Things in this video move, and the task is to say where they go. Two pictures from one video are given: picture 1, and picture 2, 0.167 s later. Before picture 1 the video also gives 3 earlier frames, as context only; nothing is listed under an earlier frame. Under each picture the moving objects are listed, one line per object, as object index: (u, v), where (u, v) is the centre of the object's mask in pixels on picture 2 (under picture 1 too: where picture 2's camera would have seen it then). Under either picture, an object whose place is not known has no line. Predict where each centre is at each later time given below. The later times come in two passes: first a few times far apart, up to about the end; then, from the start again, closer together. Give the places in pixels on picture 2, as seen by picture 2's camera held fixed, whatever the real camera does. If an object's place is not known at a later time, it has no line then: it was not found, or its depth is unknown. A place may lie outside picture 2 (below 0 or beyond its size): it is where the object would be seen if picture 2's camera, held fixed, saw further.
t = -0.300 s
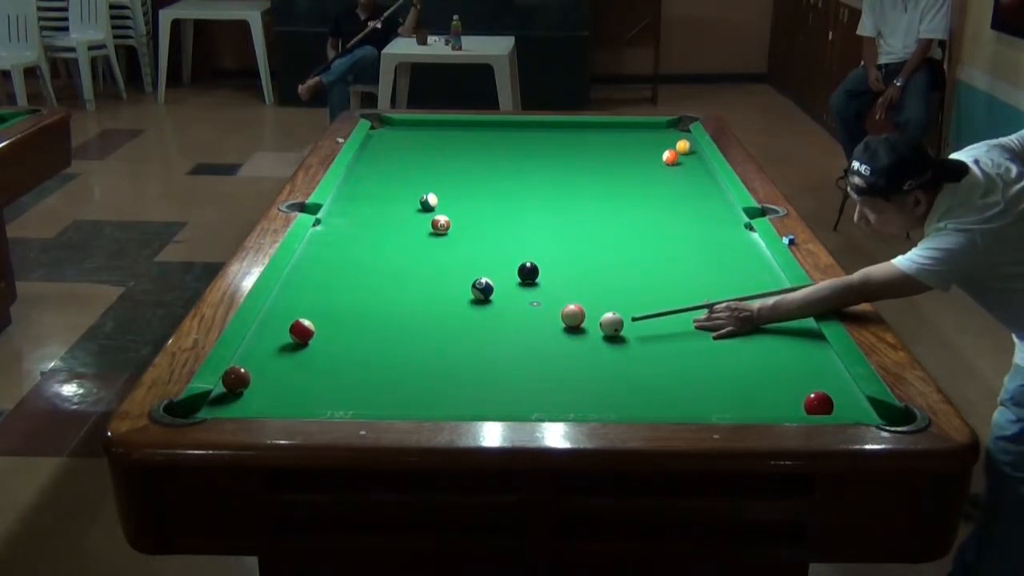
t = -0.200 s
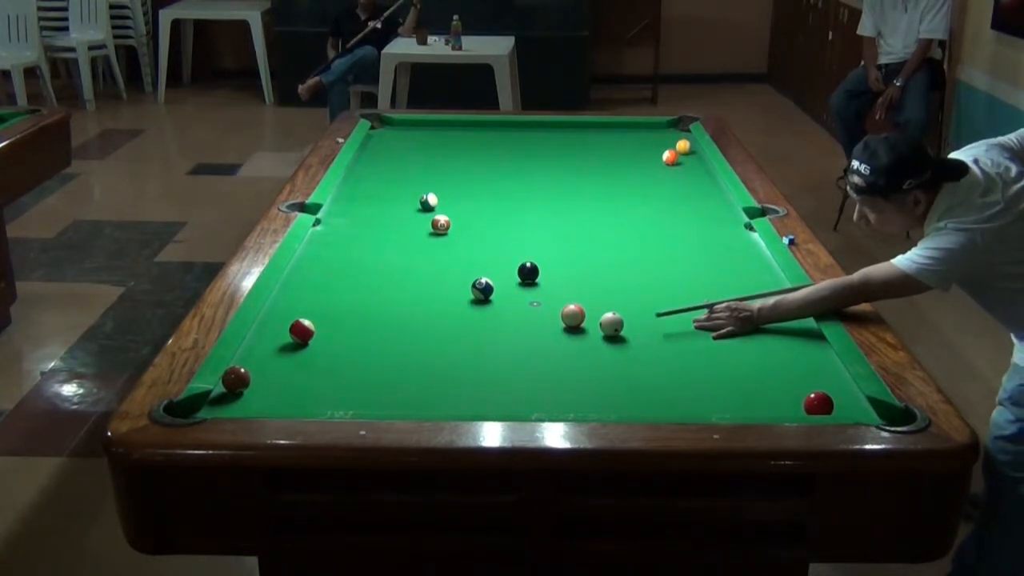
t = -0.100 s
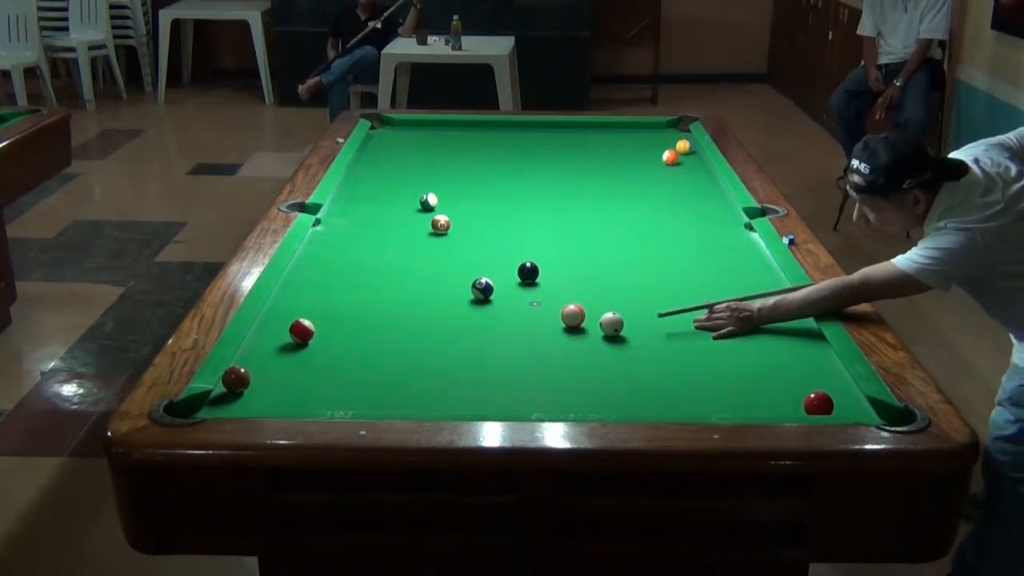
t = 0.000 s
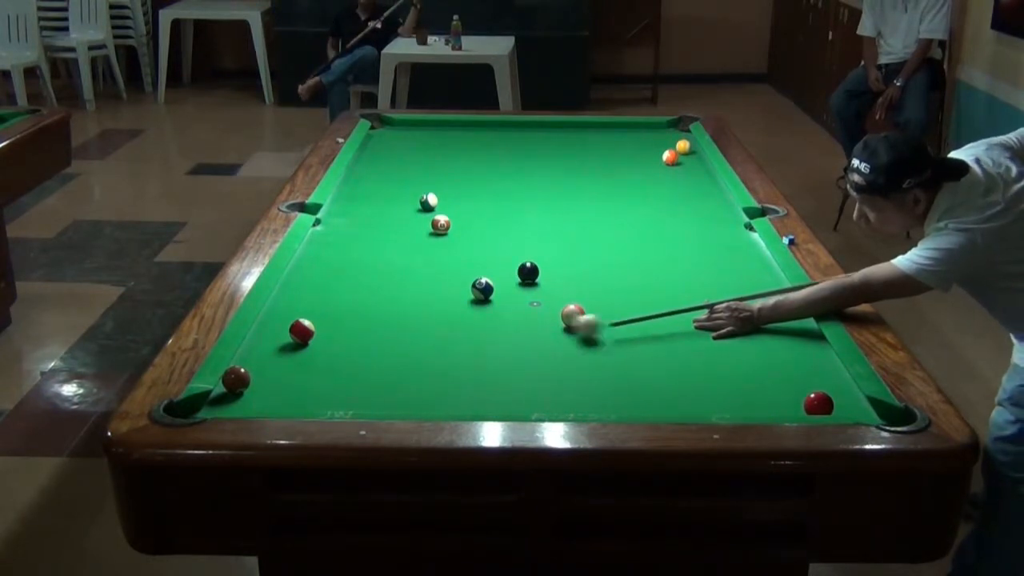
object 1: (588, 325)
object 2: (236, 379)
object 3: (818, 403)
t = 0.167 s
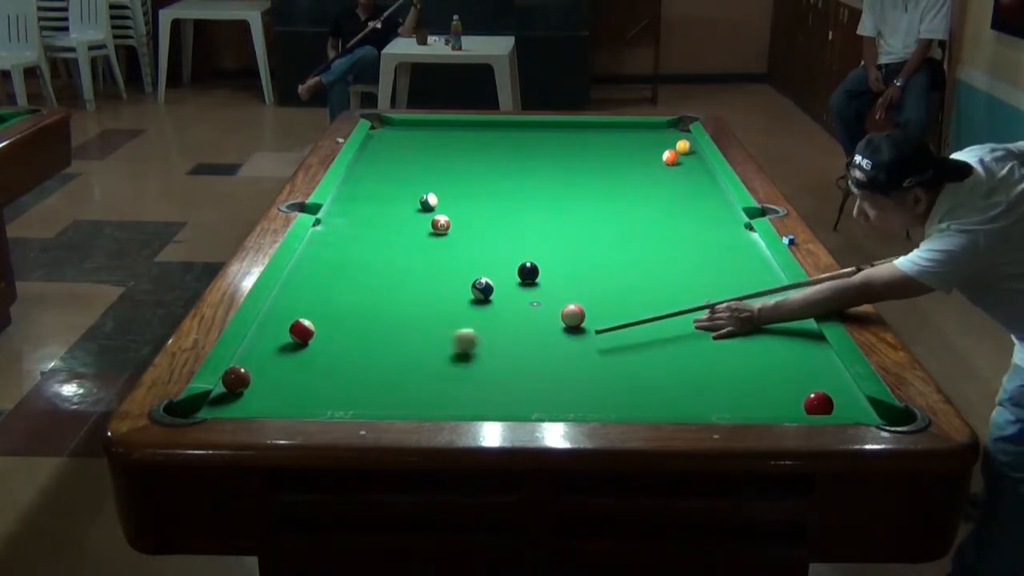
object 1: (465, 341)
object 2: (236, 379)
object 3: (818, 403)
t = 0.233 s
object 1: (419, 346)
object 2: (236, 379)
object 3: (818, 403)
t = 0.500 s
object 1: (251, 364)
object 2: (236, 381)
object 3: (818, 403)
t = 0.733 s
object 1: (331, 371)
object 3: (819, 403)
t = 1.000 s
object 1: (417, 376)
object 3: (818, 403)
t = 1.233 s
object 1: (491, 380)
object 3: (818, 403)
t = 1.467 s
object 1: (564, 384)
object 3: (818, 403)
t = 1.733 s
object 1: (646, 389)
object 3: (818, 403)
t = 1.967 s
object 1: (716, 393)
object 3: (818, 403)
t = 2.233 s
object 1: (793, 396)
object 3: (820, 404)
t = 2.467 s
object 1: (821, 387)
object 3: (852, 411)
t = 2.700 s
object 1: (832, 378)
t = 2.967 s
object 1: (810, 369)
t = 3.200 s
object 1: (794, 362)
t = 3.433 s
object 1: (779, 356)
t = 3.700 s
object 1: (765, 350)
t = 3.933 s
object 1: (754, 346)
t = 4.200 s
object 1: (744, 341)
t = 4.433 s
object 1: (737, 339)
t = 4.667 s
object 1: (731, 336)
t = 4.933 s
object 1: (728, 334)
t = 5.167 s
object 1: (726, 333)
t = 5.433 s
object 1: (725, 332)
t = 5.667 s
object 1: (725, 333)
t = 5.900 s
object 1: (726, 332)
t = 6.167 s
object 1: (726, 333)
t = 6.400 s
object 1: (726, 333)
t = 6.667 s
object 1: (726, 333)
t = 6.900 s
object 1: (726, 332)
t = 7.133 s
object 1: (726, 333)
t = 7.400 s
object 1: (726, 333)
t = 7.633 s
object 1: (726, 333)
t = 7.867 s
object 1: (726, 333)
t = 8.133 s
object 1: (726, 333)
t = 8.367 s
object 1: (726, 332)
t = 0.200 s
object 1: (442, 343)
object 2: (236, 379)
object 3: (818, 403)
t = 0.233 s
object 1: (419, 346)
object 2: (236, 379)
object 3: (818, 403)
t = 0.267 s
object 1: (395, 349)
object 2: (236, 379)
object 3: (818, 403)
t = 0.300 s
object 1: (371, 352)
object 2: (236, 379)
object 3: (818, 403)
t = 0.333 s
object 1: (347, 354)
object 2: (236, 379)
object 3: (818, 403)
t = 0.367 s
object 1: (322, 357)
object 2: (236, 379)
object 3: (818, 403)
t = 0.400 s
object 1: (297, 358)
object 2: (236, 379)
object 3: (818, 403)
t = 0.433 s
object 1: (273, 362)
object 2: (236, 379)
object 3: (818, 403)
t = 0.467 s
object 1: (251, 363)
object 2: (235, 379)
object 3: (818, 403)
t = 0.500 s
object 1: (251, 364)
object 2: (236, 381)
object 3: (818, 403)
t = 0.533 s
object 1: (265, 367)
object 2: (234, 385)
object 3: (818, 403)
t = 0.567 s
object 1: (277, 368)
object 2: (233, 388)
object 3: (818, 403)
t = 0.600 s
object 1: (287, 368)
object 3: (818, 403)
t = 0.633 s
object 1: (298, 369)
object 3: (818, 403)
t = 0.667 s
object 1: (309, 370)
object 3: (818, 403)
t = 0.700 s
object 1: (320, 370)
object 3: (818, 403)
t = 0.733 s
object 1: (331, 371)
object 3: (819, 403)
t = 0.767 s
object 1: (341, 372)
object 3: (819, 403)
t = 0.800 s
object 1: (353, 372)
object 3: (818, 403)
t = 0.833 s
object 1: (364, 373)
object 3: (818, 403)
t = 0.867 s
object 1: (374, 374)
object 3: (818, 403)
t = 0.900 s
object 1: (385, 374)
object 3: (818, 403)
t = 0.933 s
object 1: (396, 374)
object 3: (818, 403)
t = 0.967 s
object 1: (406, 376)
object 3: (818, 403)
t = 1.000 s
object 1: (417, 376)
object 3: (818, 403)
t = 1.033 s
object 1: (428, 377)
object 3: (818, 403)
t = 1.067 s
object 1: (438, 377)
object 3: (818, 403)
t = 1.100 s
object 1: (449, 378)
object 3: (818, 403)
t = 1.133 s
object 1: (459, 379)
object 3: (818, 403)
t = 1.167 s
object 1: (470, 379)
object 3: (818, 403)
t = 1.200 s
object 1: (480, 380)
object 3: (818, 403)
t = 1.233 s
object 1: (491, 380)
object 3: (818, 403)
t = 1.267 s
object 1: (502, 380)
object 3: (818, 403)
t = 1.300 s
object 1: (512, 381)
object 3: (818, 403)
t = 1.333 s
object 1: (523, 382)
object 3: (818, 403)
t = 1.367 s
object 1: (533, 383)
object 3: (818, 403)
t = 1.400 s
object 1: (543, 383)
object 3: (818, 403)
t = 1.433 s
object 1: (554, 384)
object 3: (818, 403)
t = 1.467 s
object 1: (564, 384)
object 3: (818, 403)
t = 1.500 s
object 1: (574, 385)
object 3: (818, 403)
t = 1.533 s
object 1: (585, 385)
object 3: (818, 403)
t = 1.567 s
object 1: (595, 386)
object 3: (818, 403)
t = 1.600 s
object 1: (605, 387)
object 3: (818, 403)
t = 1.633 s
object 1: (615, 387)
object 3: (818, 403)
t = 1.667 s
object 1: (625, 388)
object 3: (818, 404)
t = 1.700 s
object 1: (636, 388)
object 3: (818, 404)
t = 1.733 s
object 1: (646, 389)
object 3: (818, 403)
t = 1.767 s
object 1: (656, 389)
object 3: (818, 403)
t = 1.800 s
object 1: (666, 390)
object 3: (818, 403)
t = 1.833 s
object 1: (676, 390)
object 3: (818, 403)
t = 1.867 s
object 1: (686, 391)
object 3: (818, 403)
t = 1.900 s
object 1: (697, 391)
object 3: (818, 404)
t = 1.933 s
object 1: (706, 392)
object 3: (818, 404)
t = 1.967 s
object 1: (716, 393)
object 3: (818, 403)
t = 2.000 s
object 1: (726, 393)
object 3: (818, 403)
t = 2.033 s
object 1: (736, 394)
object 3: (818, 403)
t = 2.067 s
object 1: (745, 394)
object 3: (818, 403)
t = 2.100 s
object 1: (756, 395)
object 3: (818, 403)
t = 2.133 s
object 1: (766, 395)
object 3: (818, 403)
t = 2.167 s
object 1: (776, 396)
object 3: (818, 404)
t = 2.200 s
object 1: (785, 396)
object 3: (819, 404)
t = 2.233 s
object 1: (793, 396)
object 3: (820, 404)
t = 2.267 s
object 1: (796, 395)
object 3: (824, 405)
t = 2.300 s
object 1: (801, 393)
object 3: (828, 406)
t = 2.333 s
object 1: (805, 392)
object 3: (834, 407)
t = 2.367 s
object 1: (809, 390)
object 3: (838, 408)
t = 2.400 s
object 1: (813, 389)
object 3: (842, 409)
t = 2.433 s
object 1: (817, 388)
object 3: (848, 410)
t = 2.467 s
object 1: (821, 387)
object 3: (852, 411)
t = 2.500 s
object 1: (825, 385)
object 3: (856, 412)
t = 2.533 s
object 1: (828, 384)
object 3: (861, 414)
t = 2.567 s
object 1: (832, 383)
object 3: (865, 416)
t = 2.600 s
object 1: (836, 382)
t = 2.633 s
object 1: (839, 381)
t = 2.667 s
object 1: (836, 379)
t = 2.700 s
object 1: (832, 378)
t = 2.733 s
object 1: (830, 377)
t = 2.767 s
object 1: (826, 376)
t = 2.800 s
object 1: (824, 375)
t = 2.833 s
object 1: (821, 374)
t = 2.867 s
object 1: (818, 373)
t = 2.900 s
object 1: (816, 371)
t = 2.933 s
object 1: (813, 370)
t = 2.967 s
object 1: (810, 369)
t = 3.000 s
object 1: (808, 368)
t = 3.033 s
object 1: (805, 367)
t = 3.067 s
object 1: (803, 366)
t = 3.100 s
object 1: (801, 366)
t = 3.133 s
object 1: (798, 364)
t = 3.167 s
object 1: (796, 363)
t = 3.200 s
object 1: (794, 362)
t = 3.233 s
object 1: (791, 362)
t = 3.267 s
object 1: (789, 360)
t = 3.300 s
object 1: (787, 360)
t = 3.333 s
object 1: (785, 359)
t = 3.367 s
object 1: (783, 358)
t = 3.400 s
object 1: (781, 357)
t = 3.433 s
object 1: (779, 356)
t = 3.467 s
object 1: (777, 355)
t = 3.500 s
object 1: (775, 355)
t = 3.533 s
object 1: (773, 354)
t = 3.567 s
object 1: (771, 353)
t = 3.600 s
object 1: (769, 352)
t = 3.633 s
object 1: (768, 351)
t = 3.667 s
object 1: (766, 351)
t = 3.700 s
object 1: (765, 350)
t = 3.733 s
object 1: (763, 349)
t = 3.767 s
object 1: (762, 349)
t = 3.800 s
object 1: (760, 348)
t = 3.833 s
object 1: (759, 347)
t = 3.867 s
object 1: (757, 347)
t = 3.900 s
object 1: (756, 346)
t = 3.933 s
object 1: (754, 346)
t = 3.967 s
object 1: (753, 345)
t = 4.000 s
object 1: (751, 345)
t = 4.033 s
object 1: (750, 344)
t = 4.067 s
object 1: (749, 343)
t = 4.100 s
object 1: (748, 343)
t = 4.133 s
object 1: (747, 342)
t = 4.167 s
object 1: (746, 342)
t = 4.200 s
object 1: (744, 341)
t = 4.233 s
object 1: (743, 341)
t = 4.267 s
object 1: (742, 340)
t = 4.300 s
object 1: (741, 340)
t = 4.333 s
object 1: (740, 340)
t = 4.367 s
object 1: (739, 339)
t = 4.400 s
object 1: (738, 339)
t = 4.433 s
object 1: (737, 339)
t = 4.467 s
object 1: (736, 338)
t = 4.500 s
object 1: (735, 338)
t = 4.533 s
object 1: (735, 337)
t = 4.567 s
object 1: (734, 337)
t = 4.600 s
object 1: (733, 337)
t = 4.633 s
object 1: (732, 336)
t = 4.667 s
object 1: (731, 336)
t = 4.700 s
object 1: (731, 336)
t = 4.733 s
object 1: (731, 335)
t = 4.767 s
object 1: (730, 335)
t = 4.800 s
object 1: (730, 335)
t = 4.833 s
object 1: (729, 335)
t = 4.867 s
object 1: (729, 334)
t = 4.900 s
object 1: (728, 334)
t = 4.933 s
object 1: (728, 334)
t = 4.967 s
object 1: (727, 334)
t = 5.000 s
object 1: (727, 333)
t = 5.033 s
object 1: (727, 333)
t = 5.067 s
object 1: (727, 333)
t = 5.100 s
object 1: (726, 333)
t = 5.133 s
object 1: (726, 333)
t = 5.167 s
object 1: (726, 333)
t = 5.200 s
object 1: (726, 332)
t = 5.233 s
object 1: (726, 332)
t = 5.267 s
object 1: (725, 332)
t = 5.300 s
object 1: (725, 332)
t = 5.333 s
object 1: (725, 332)
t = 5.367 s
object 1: (725, 332)
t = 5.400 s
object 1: (725, 332)
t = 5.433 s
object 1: (725, 332)
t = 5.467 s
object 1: (725, 332)
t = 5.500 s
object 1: (725, 332)
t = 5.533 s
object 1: (725, 333)
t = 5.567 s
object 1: (725, 332)
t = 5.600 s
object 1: (726, 332)
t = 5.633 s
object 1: (726, 332)
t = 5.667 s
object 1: (725, 333)
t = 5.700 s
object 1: (726, 333)
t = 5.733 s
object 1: (726, 333)
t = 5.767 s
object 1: (726, 333)
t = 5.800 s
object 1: (726, 333)
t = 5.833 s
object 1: (726, 332)
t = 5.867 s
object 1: (726, 332)
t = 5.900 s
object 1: (726, 332)
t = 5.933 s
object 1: (726, 332)
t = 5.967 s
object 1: (726, 332)
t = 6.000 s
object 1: (726, 332)
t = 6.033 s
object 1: (725, 333)
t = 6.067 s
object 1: (726, 333)
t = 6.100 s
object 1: (726, 333)
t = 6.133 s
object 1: (725, 333)
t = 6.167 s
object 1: (726, 333)
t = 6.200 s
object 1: (726, 333)
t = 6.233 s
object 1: (726, 333)
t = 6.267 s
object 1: (726, 333)
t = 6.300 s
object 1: (726, 333)
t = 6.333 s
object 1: (726, 333)
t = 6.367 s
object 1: (726, 333)
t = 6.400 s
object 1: (726, 333)
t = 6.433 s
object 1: (726, 332)
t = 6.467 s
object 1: (726, 332)
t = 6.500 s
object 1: (726, 333)
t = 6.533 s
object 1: (726, 332)
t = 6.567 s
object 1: (726, 333)
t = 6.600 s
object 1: (726, 333)
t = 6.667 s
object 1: (726, 333)
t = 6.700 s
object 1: (726, 333)
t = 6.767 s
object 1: (726, 333)
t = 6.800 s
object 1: (726, 333)
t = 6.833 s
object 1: (726, 333)
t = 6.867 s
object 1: (726, 332)
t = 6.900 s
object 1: (726, 332)
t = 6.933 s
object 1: (726, 332)
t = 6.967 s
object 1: (726, 333)
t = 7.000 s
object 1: (726, 333)
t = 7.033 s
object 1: (726, 332)
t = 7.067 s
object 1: (726, 333)
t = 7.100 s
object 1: (726, 333)
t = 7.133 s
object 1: (726, 333)
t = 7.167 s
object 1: (726, 333)
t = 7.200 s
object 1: (726, 333)
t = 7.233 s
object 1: (726, 333)
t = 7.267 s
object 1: (726, 333)
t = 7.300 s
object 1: (726, 333)
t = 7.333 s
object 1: (726, 333)
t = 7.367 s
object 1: (726, 333)
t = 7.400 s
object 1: (726, 333)
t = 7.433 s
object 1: (726, 333)
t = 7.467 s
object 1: (726, 333)
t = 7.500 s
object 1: (726, 333)
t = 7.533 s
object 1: (726, 333)
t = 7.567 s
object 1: (726, 333)
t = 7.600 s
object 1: (726, 333)
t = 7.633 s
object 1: (726, 333)
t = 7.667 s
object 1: (726, 333)
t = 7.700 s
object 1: (726, 333)
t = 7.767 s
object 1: (726, 333)
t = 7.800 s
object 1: (726, 333)
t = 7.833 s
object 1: (726, 333)
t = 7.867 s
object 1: (726, 333)
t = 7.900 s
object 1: (726, 333)
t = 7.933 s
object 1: (726, 333)
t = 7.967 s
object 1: (726, 333)
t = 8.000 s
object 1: (726, 333)
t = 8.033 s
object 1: (726, 333)
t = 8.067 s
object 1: (726, 333)
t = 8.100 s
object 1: (726, 333)
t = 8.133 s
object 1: (726, 333)
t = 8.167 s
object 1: (726, 333)
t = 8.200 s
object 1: (726, 333)
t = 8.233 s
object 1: (726, 333)
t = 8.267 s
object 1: (726, 333)
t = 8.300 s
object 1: (726, 332)
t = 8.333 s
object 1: (726, 332)
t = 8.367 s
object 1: (726, 332)
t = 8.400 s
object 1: (726, 333)
